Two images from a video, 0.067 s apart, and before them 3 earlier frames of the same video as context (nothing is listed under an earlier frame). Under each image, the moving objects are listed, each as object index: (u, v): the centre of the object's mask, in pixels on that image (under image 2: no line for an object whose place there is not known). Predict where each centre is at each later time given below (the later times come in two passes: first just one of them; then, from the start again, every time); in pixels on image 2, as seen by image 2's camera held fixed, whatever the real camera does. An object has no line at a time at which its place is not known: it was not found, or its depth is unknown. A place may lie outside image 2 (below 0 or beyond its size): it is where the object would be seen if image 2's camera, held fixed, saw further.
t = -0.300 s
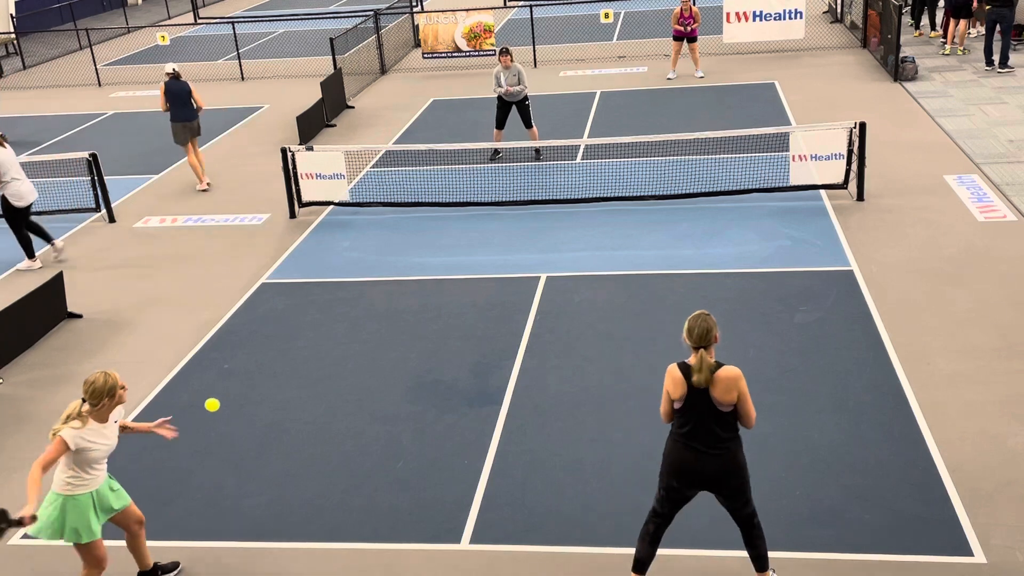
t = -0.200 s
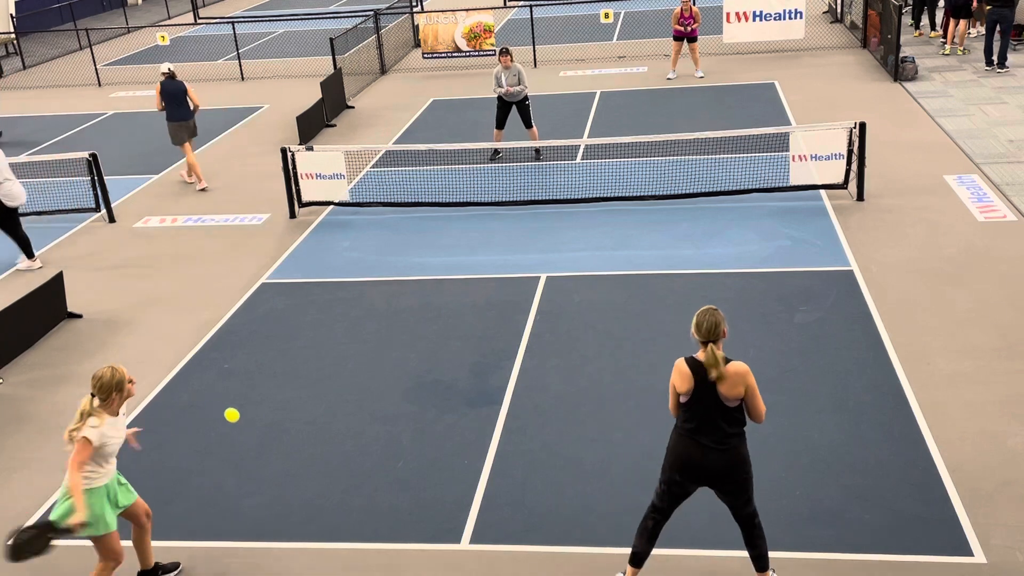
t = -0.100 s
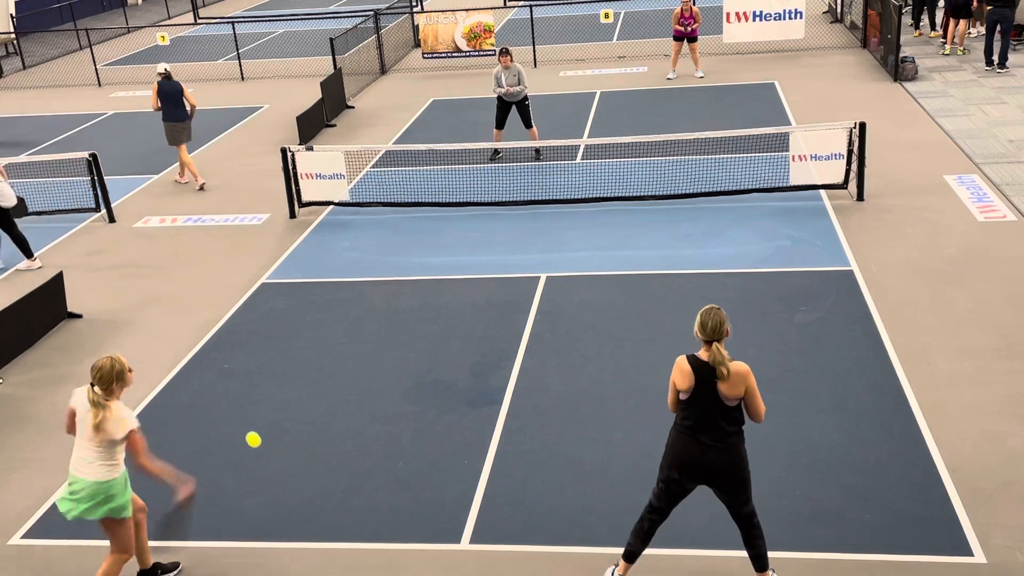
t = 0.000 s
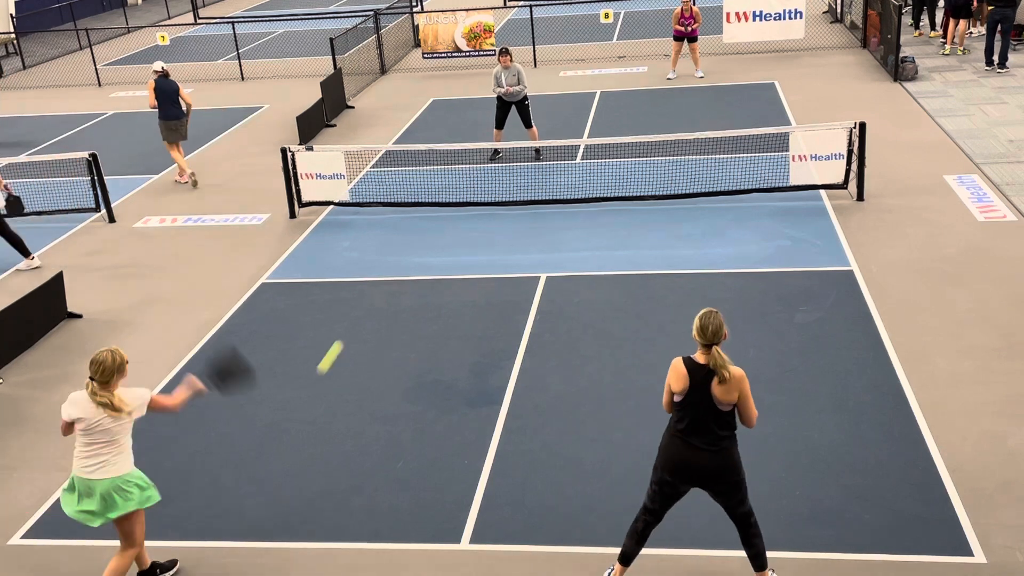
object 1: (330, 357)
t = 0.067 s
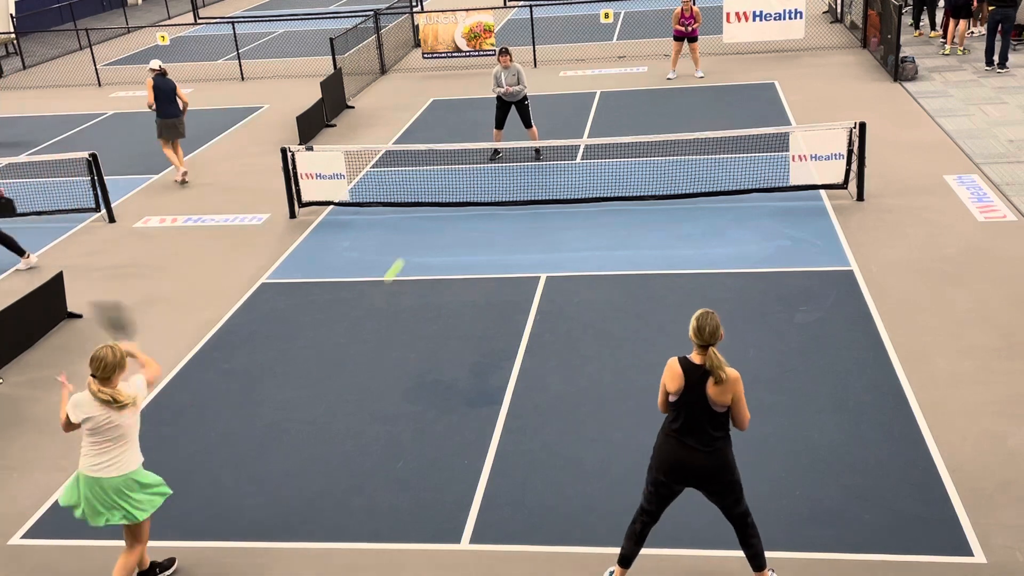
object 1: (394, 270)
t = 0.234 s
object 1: (498, 160)
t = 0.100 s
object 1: (420, 239)
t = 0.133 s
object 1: (443, 213)
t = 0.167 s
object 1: (463, 191)
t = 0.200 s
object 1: (482, 174)
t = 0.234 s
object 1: (498, 160)
